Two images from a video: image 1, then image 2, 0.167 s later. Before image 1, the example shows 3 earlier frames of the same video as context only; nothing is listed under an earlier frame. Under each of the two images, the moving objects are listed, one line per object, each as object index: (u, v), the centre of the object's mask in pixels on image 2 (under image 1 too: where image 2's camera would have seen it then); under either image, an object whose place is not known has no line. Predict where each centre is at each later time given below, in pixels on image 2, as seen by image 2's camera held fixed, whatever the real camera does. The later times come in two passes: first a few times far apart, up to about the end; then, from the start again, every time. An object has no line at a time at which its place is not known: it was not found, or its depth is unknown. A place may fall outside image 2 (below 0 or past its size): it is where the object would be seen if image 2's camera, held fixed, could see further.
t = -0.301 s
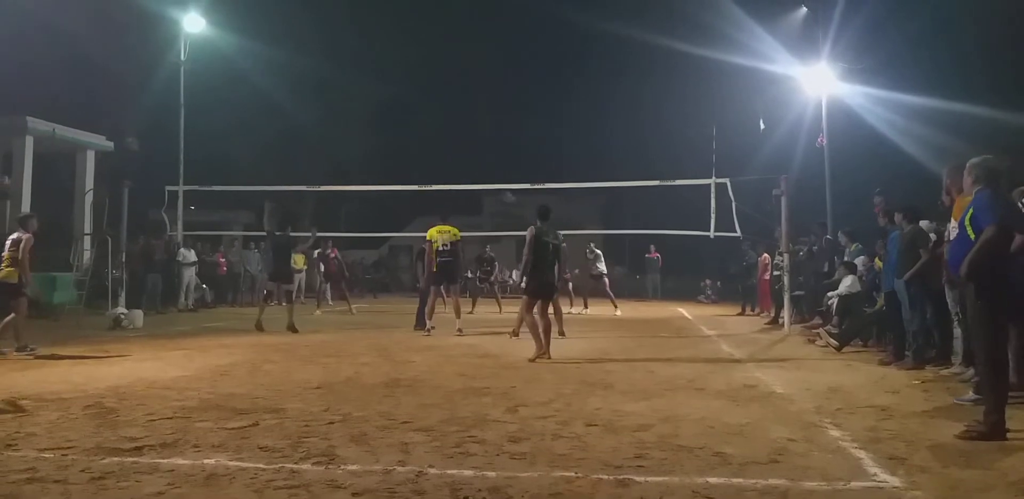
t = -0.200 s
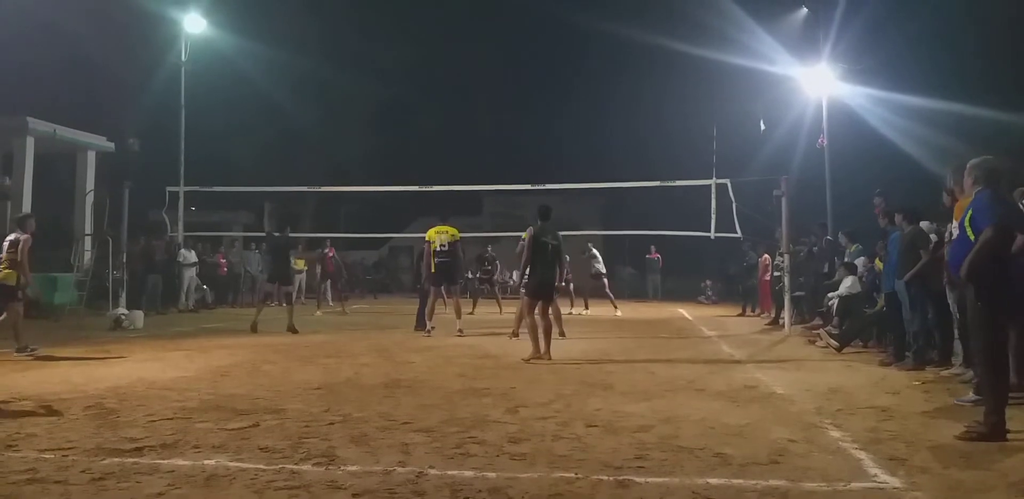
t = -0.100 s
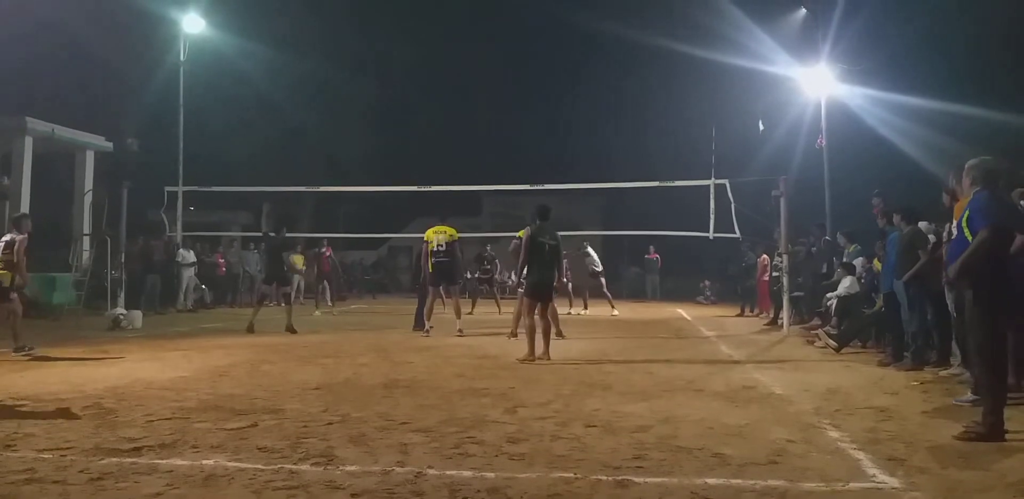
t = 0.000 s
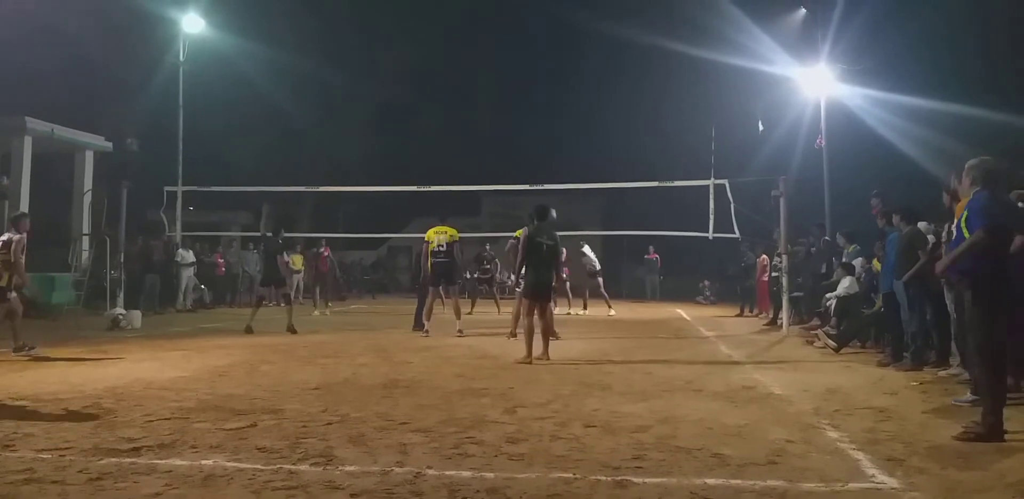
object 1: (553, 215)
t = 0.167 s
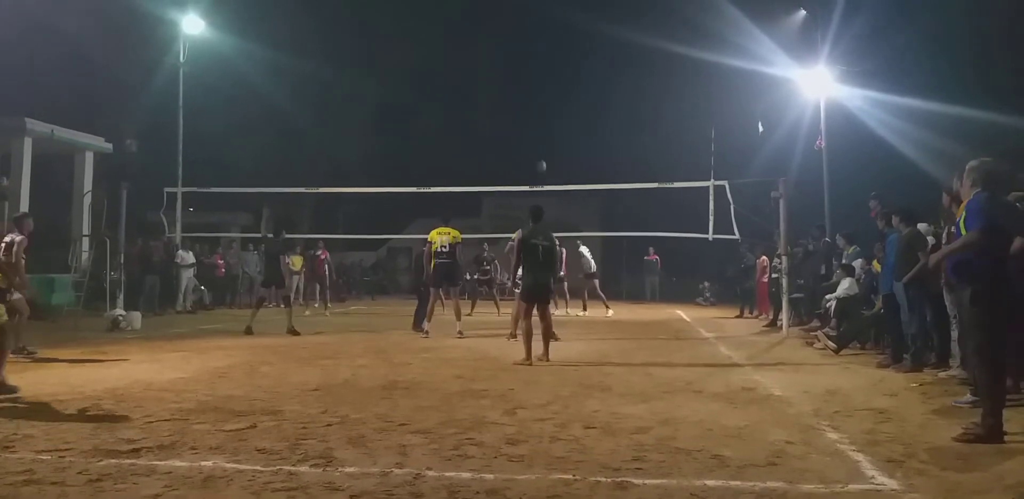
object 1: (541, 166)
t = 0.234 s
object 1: (538, 149)
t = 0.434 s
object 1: (525, 106)
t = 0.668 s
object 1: (509, 75)
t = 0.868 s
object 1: (496, 69)
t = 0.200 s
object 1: (540, 157)
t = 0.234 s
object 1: (538, 149)
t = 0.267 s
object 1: (536, 141)
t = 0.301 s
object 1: (534, 133)
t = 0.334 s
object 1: (531, 126)
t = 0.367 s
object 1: (530, 119)
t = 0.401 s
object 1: (527, 112)
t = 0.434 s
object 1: (525, 106)
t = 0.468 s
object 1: (523, 100)
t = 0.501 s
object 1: (521, 95)
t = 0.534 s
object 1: (519, 90)
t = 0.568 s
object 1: (516, 86)
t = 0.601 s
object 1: (514, 82)
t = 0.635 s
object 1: (512, 79)
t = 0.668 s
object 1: (509, 75)
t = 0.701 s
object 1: (507, 73)
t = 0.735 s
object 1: (505, 71)
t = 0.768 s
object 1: (503, 69)
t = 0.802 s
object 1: (501, 69)
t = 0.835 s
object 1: (498, 69)
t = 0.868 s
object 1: (496, 69)
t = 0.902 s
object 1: (494, 69)
